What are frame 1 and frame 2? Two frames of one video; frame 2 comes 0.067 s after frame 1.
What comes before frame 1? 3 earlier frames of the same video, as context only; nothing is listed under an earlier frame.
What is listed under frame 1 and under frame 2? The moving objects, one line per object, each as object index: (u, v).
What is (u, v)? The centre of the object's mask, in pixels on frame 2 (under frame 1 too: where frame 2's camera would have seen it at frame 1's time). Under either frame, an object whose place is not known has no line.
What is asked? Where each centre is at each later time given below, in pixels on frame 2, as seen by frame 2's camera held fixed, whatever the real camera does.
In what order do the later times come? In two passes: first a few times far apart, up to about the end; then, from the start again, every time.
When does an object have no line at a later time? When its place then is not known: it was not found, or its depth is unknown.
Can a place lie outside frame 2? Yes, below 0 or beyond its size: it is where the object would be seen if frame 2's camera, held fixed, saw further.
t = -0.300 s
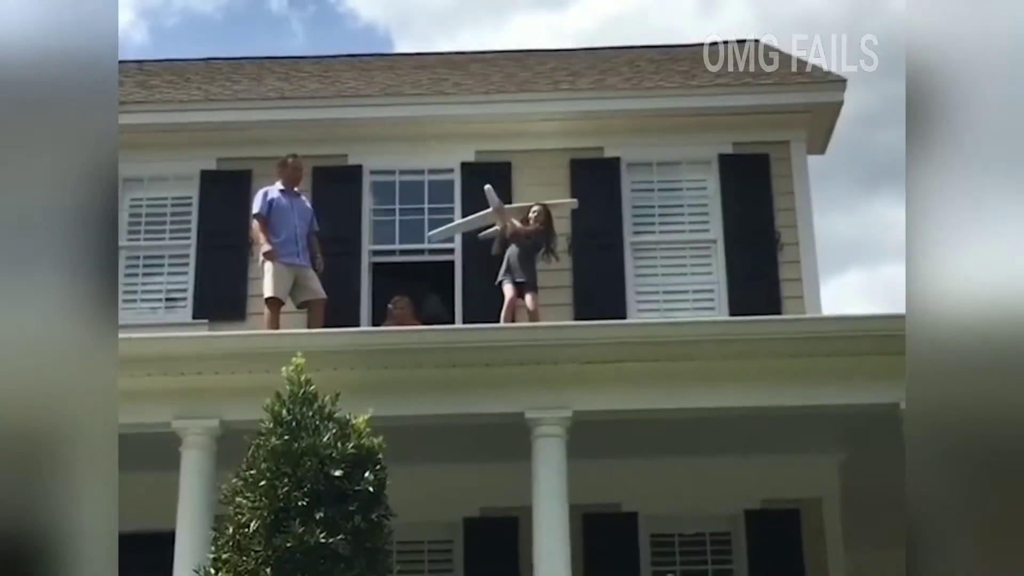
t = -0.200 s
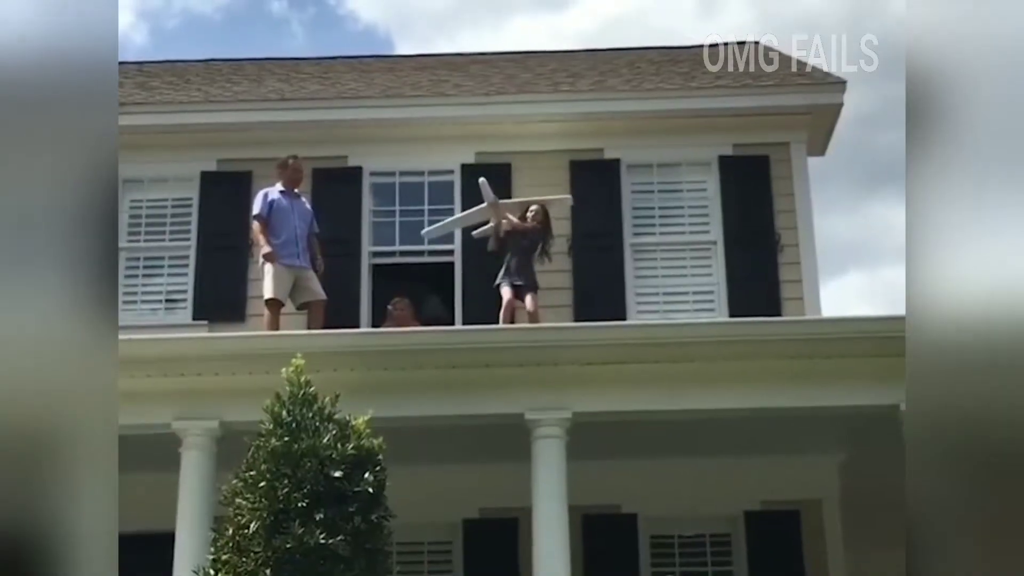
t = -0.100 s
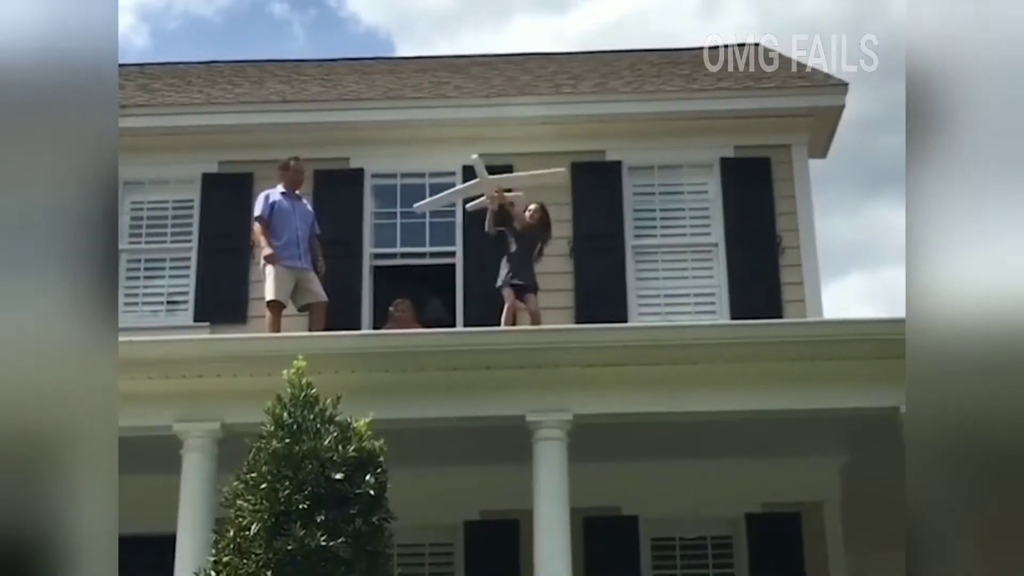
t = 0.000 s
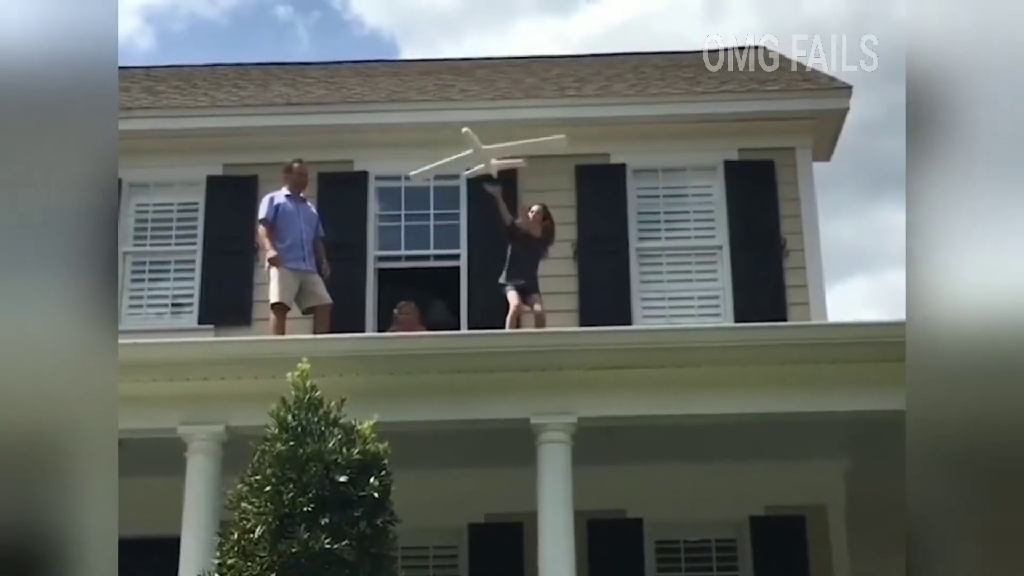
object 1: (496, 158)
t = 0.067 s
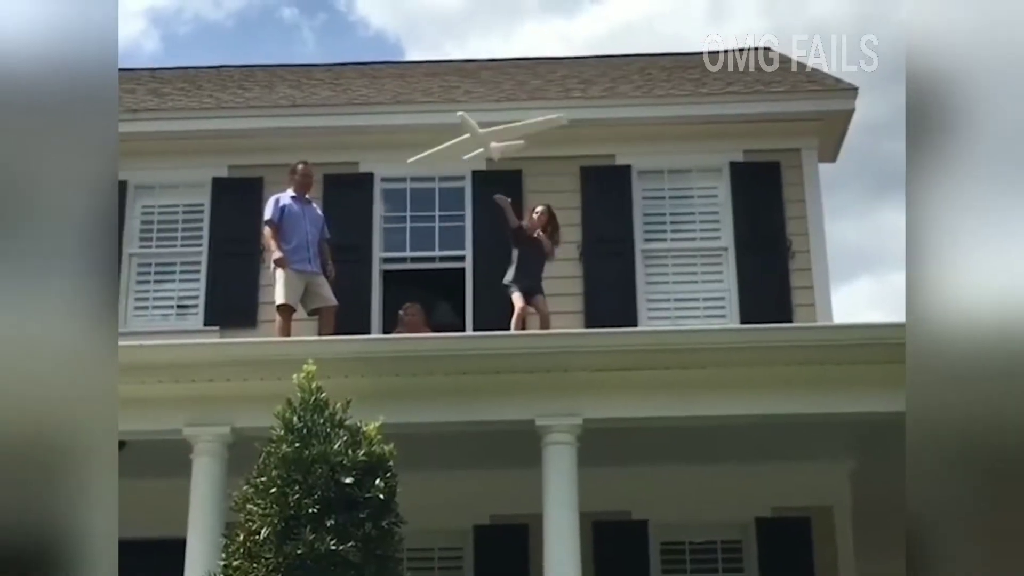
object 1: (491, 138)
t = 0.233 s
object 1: (458, 98)
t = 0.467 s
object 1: (380, 42)
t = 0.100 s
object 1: (483, 131)
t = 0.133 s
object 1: (478, 123)
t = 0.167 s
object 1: (472, 114)
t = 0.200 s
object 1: (466, 106)
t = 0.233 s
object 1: (458, 98)
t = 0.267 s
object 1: (450, 89)
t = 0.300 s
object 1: (440, 83)
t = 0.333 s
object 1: (430, 74)
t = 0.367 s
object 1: (419, 66)
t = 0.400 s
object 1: (406, 58)
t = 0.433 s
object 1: (393, 50)
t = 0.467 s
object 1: (380, 42)
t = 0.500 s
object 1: (363, 35)
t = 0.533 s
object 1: (344, 29)
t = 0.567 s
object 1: (325, 25)
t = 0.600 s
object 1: (306, 19)
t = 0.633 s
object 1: (287, 14)
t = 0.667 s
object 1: (268, 14)
